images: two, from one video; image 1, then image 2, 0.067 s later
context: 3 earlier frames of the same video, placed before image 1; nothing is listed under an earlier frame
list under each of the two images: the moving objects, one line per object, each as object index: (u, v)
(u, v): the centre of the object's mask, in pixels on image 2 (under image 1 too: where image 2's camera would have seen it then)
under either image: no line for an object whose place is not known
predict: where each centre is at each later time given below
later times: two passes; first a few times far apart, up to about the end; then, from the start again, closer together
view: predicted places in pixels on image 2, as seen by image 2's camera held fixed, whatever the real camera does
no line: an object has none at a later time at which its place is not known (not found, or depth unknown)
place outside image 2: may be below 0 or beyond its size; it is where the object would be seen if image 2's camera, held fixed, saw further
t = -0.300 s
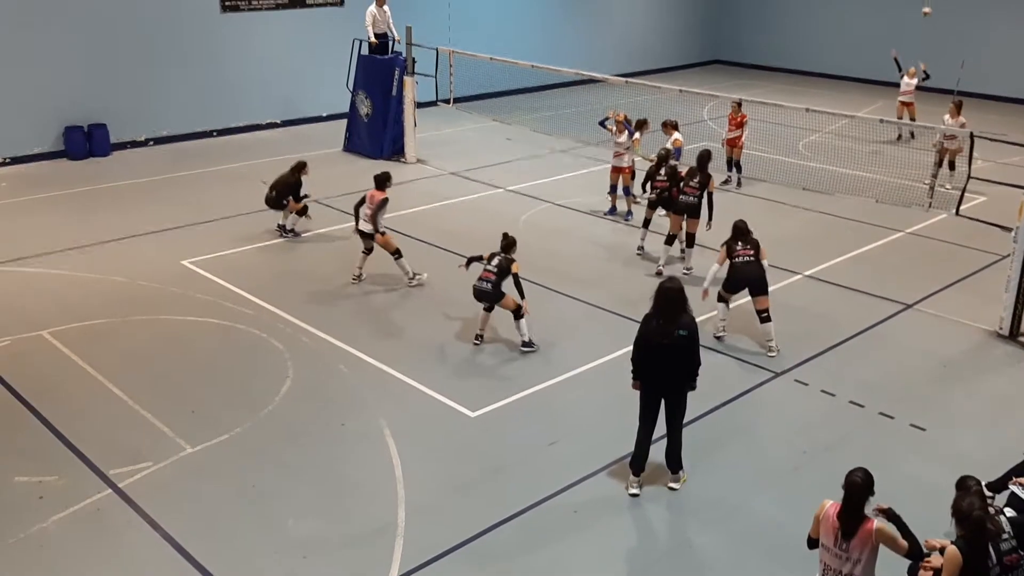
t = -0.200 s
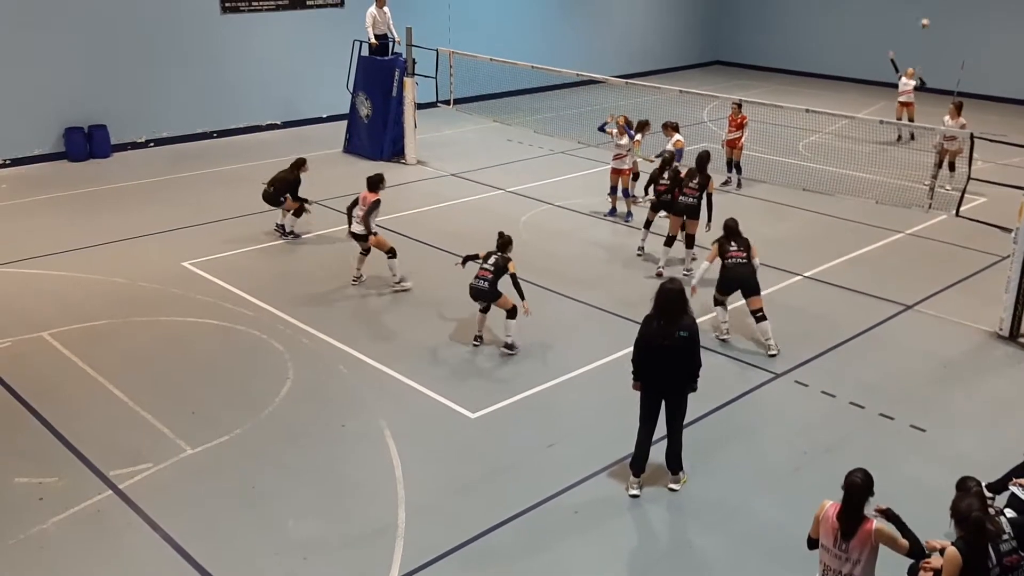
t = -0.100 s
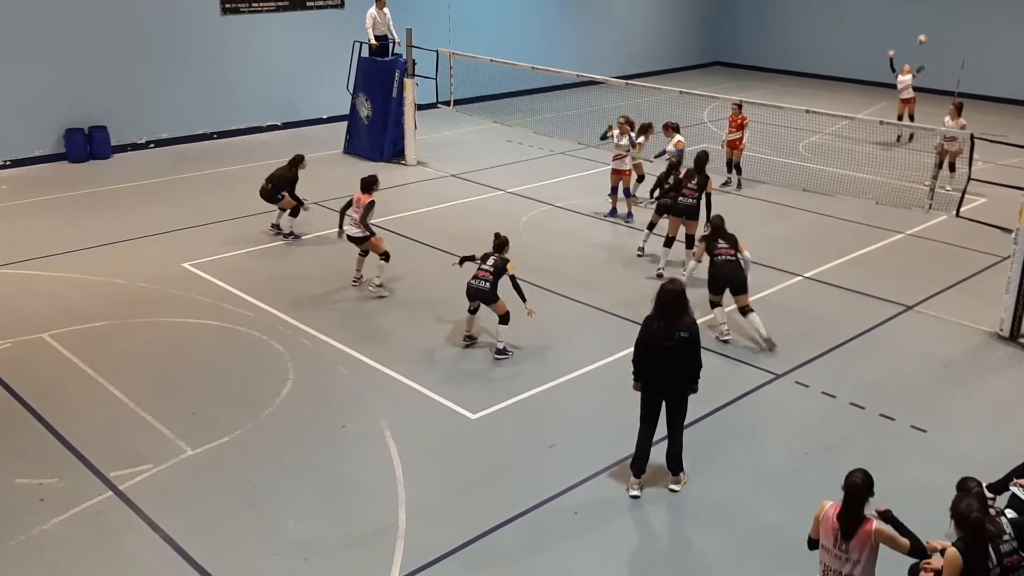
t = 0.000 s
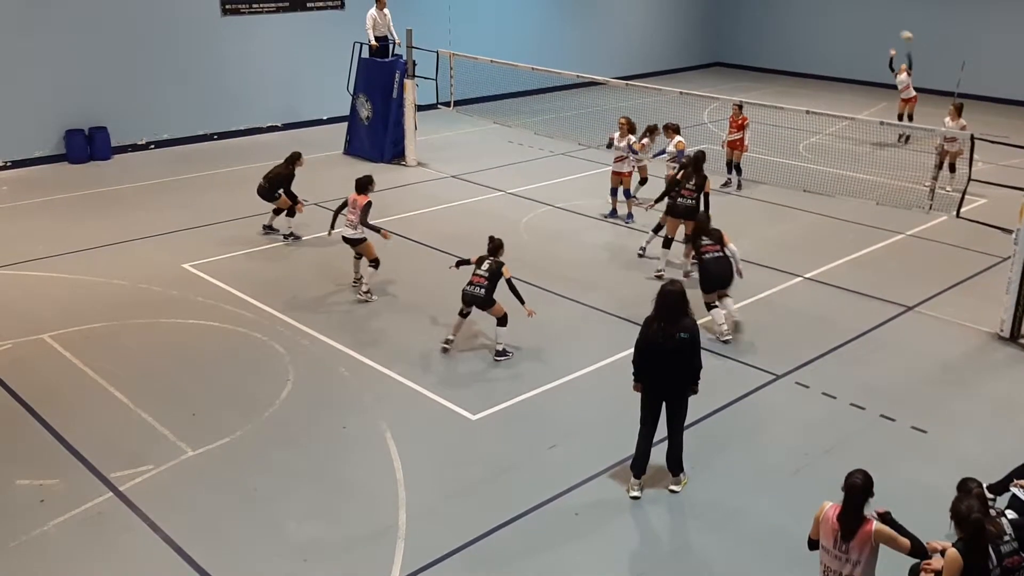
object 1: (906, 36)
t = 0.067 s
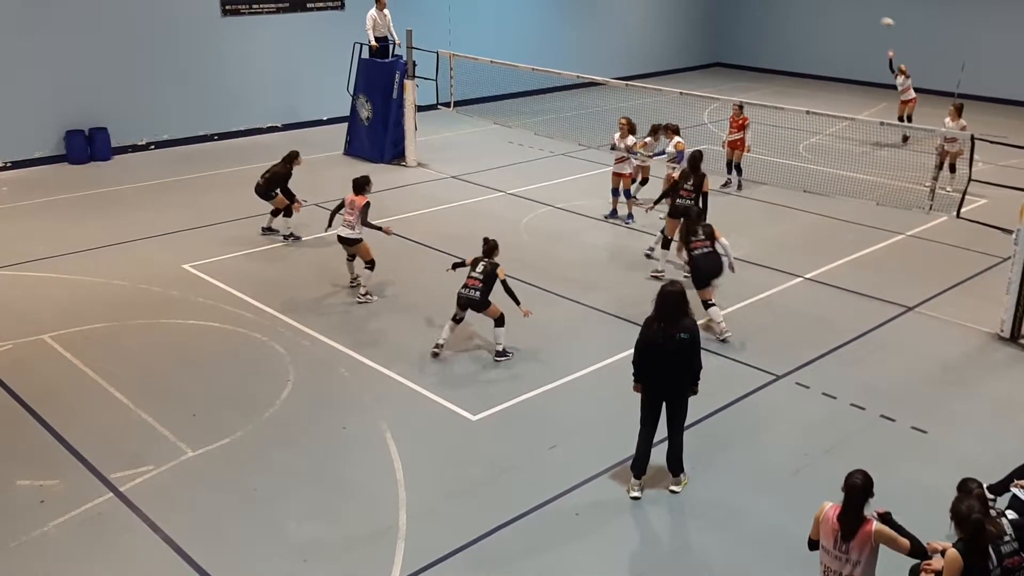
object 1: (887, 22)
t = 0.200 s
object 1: (844, 3)
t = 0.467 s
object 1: (735, 1)
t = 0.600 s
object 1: (675, 15)
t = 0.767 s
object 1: (587, 62)
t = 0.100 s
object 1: (877, 17)
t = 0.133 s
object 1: (866, 11)
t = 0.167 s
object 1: (855, 5)
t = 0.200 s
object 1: (844, 3)
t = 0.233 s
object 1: (833, 2)
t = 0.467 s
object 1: (735, 1)
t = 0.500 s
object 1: (722, 1)
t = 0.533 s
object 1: (707, 4)
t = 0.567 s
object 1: (691, 8)
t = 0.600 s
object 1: (675, 15)
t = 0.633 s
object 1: (657, 22)
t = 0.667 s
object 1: (640, 31)
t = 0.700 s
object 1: (622, 40)
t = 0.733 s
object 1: (604, 50)
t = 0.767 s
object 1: (587, 62)
